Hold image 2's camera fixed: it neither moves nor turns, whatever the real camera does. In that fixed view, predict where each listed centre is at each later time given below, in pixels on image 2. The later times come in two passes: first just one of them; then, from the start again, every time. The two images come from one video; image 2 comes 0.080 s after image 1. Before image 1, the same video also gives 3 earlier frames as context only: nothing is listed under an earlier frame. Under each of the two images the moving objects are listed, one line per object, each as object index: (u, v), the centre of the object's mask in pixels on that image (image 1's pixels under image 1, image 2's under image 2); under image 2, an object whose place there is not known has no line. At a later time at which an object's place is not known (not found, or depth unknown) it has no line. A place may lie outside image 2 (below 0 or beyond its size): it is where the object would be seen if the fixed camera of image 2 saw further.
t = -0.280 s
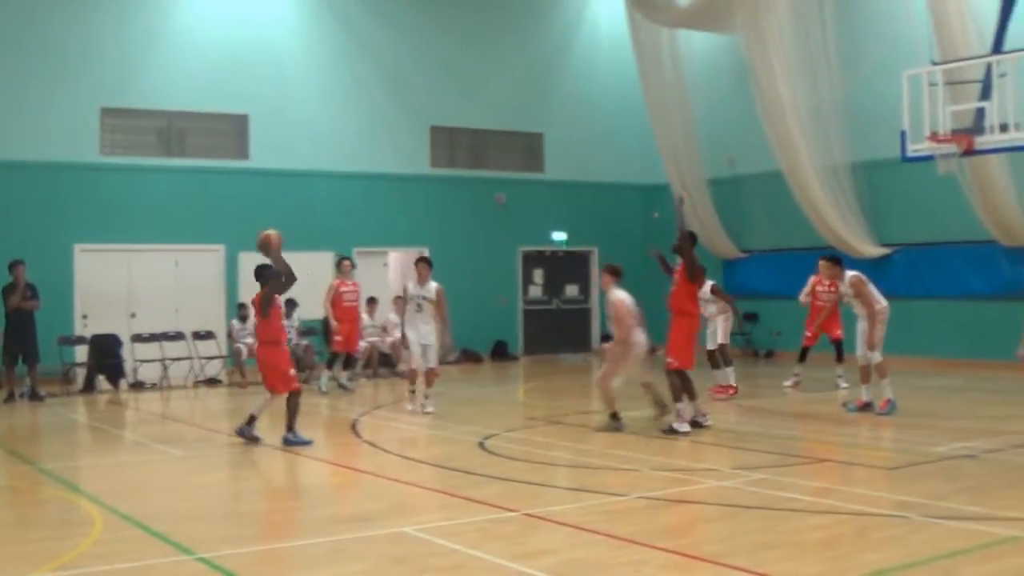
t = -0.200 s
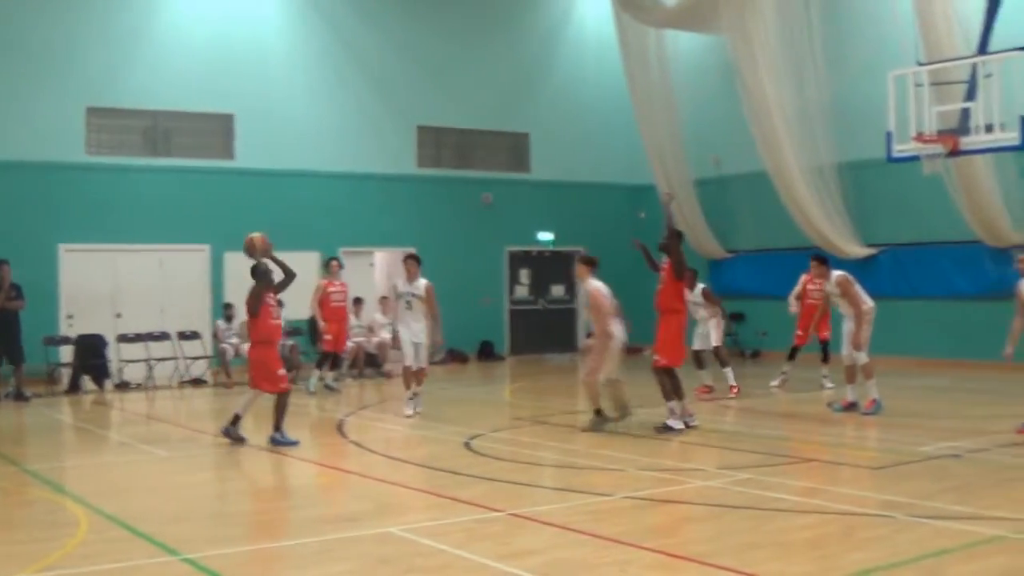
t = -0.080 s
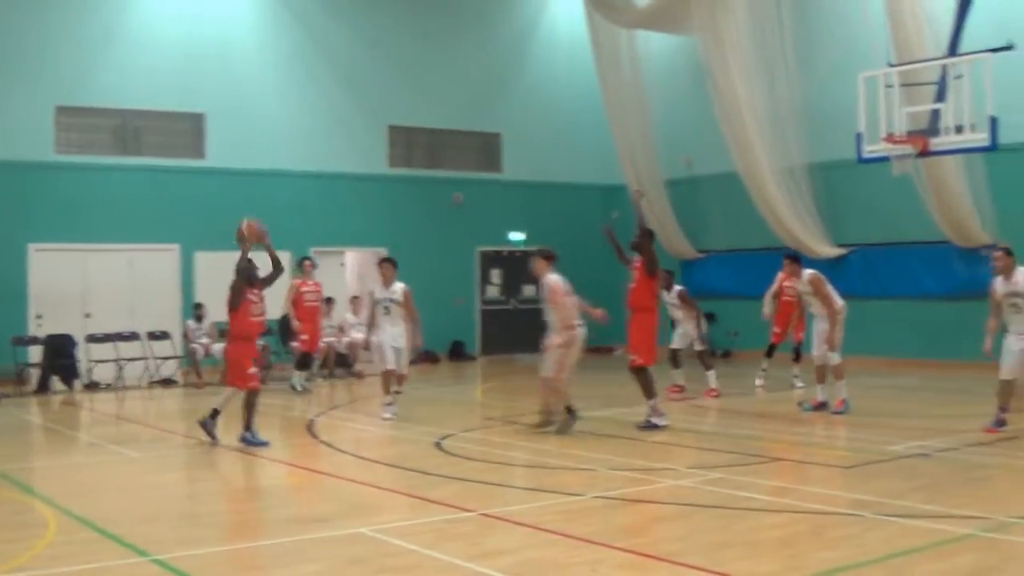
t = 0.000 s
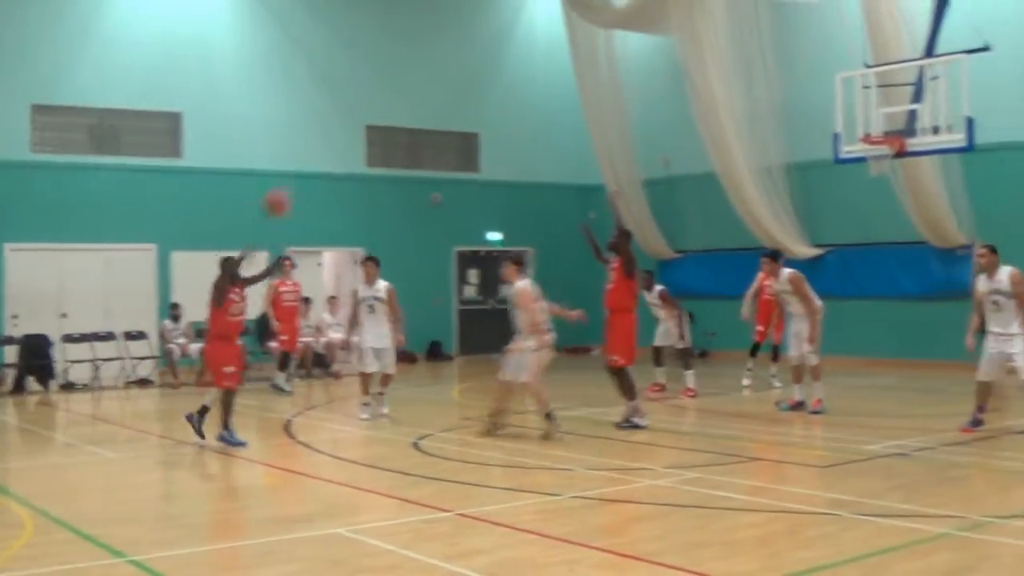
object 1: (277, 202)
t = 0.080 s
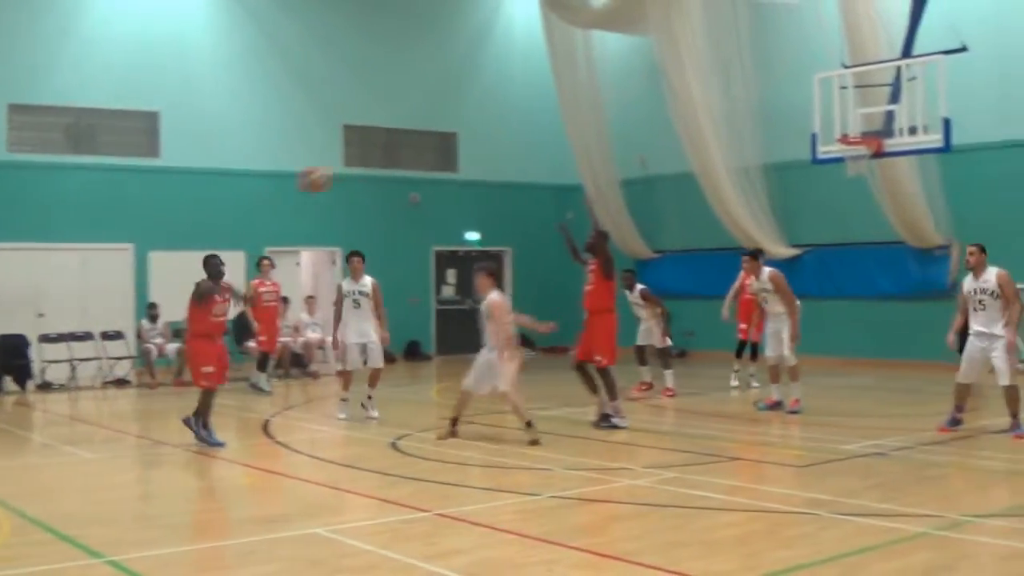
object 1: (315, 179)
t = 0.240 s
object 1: (446, 149)
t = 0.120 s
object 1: (347, 167)
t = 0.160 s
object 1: (377, 159)
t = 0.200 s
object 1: (410, 152)
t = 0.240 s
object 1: (446, 149)
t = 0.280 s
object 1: (481, 145)
